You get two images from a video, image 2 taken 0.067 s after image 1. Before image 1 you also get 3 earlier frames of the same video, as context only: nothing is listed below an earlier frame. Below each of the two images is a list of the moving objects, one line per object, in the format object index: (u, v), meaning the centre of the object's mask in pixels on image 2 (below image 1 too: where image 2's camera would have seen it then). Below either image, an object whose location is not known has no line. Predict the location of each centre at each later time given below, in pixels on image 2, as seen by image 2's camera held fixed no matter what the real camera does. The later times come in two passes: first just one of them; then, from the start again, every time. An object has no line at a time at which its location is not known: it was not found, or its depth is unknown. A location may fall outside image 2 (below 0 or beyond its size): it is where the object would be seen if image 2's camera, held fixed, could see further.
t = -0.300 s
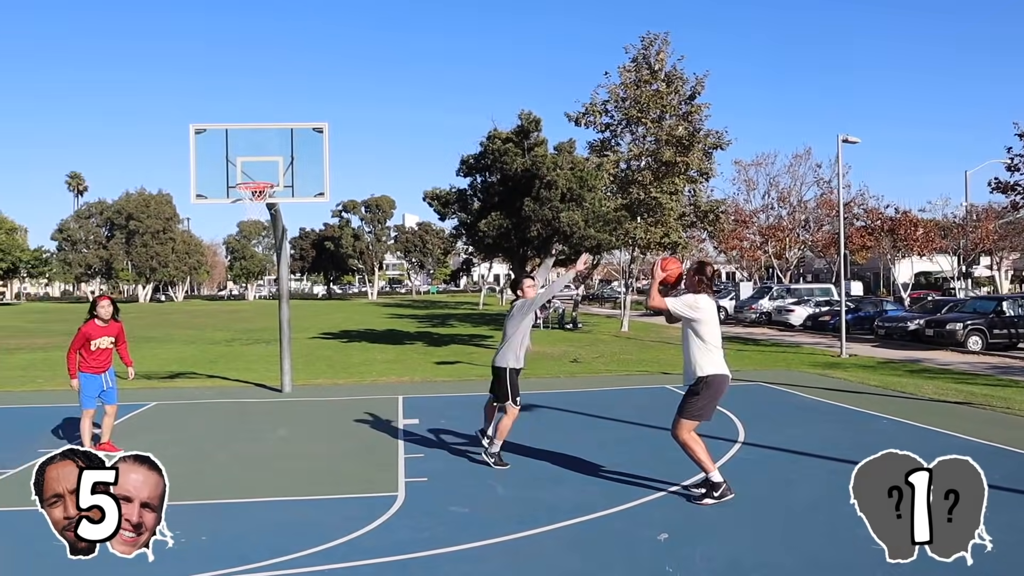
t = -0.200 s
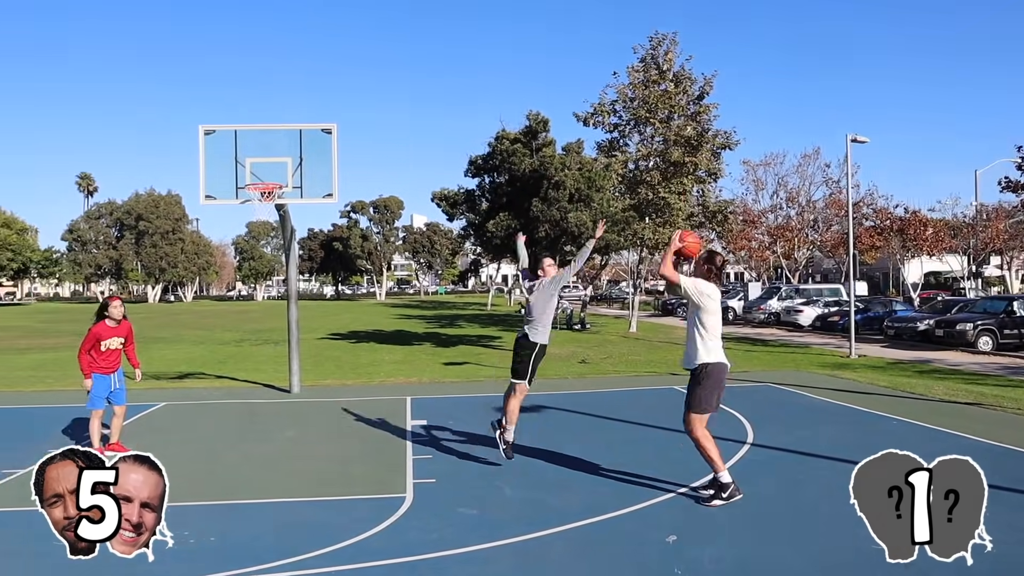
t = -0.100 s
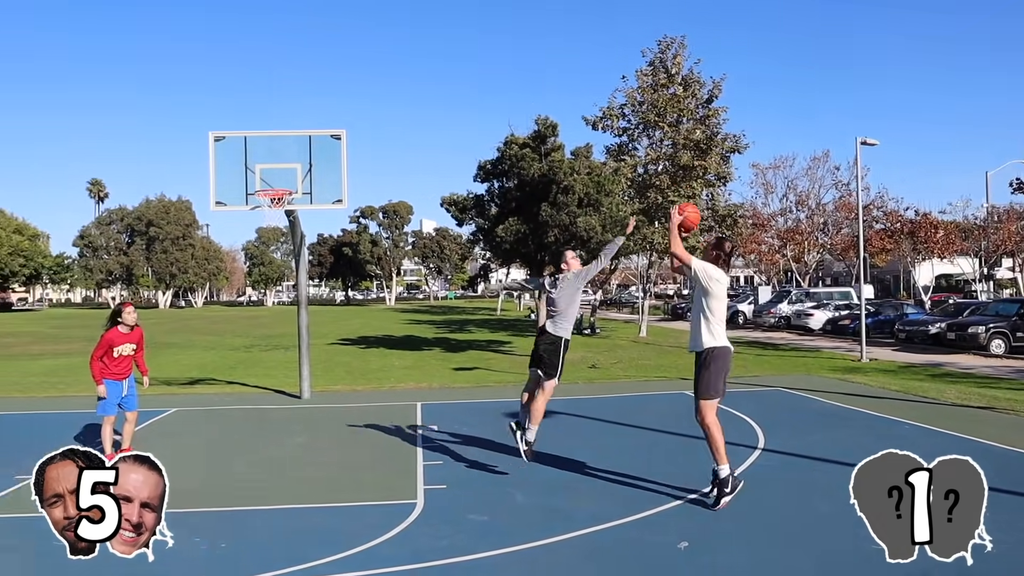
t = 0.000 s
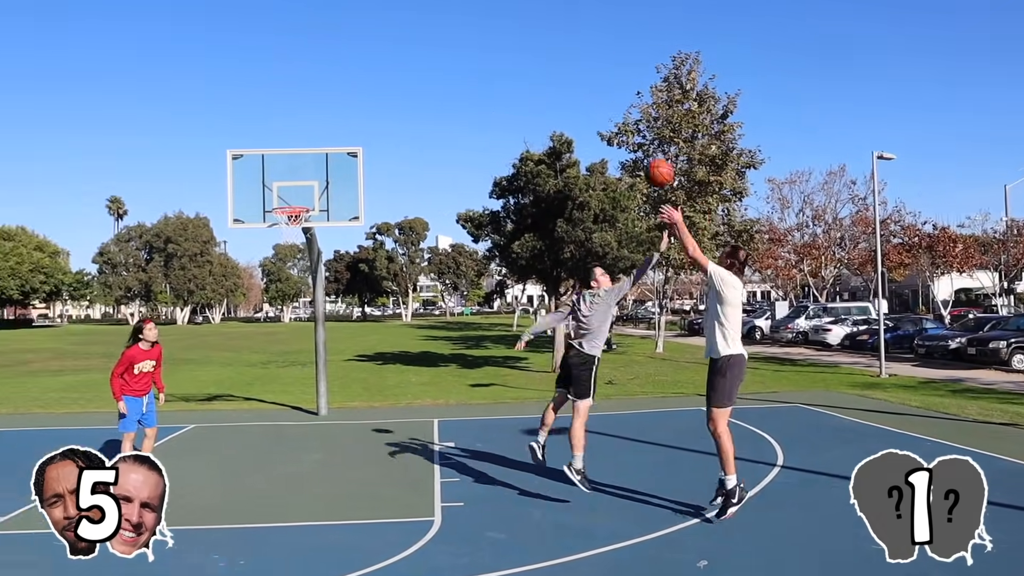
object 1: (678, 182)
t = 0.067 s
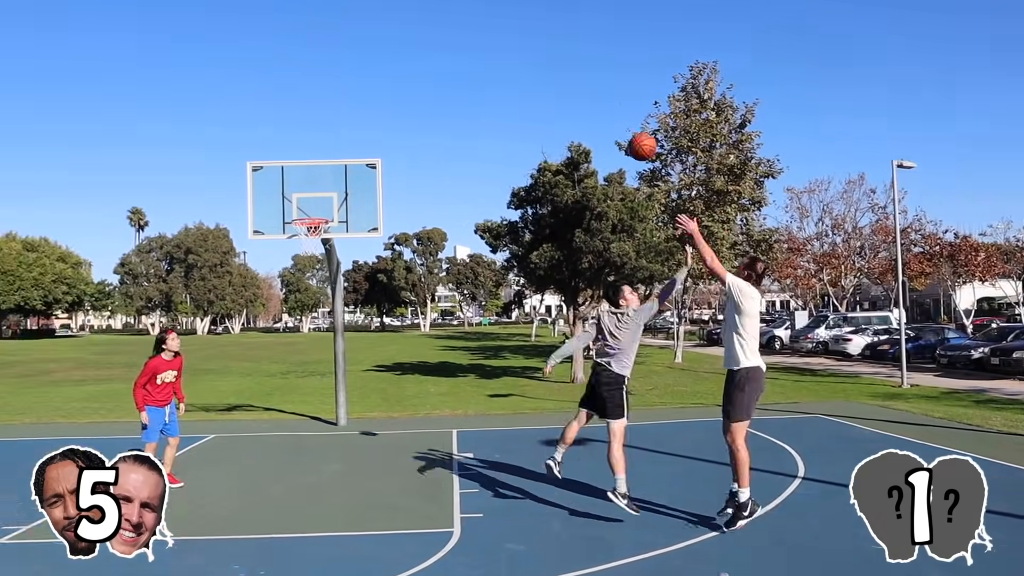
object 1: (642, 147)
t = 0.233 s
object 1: (570, 89)
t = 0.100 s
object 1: (626, 132)
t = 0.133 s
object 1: (611, 119)
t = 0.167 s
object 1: (597, 107)
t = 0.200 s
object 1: (583, 98)
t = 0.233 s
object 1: (570, 89)
